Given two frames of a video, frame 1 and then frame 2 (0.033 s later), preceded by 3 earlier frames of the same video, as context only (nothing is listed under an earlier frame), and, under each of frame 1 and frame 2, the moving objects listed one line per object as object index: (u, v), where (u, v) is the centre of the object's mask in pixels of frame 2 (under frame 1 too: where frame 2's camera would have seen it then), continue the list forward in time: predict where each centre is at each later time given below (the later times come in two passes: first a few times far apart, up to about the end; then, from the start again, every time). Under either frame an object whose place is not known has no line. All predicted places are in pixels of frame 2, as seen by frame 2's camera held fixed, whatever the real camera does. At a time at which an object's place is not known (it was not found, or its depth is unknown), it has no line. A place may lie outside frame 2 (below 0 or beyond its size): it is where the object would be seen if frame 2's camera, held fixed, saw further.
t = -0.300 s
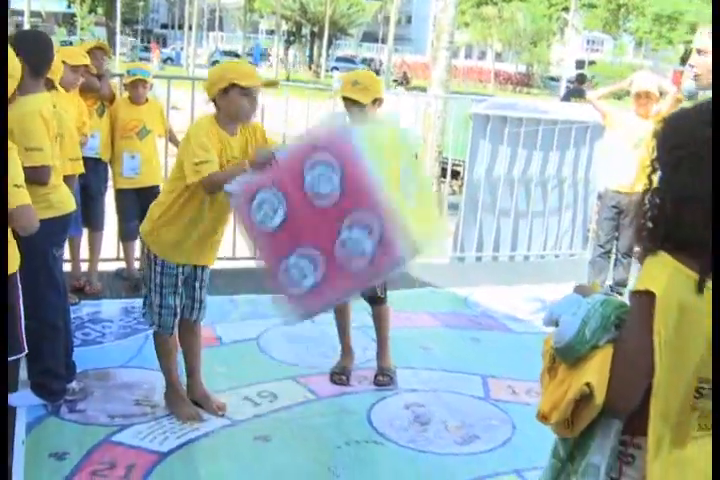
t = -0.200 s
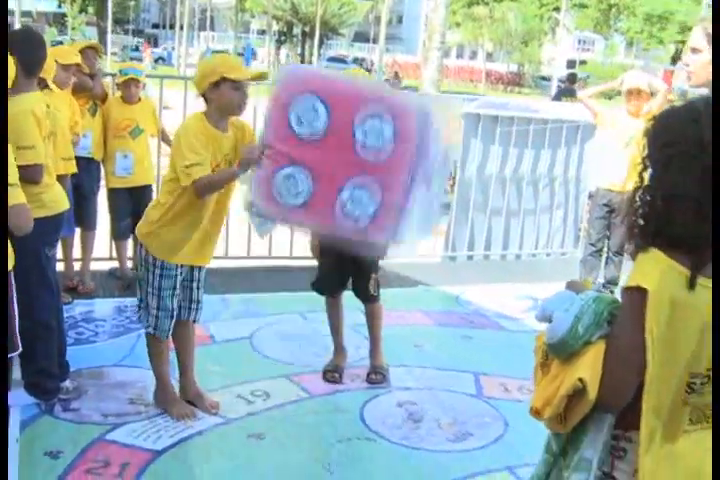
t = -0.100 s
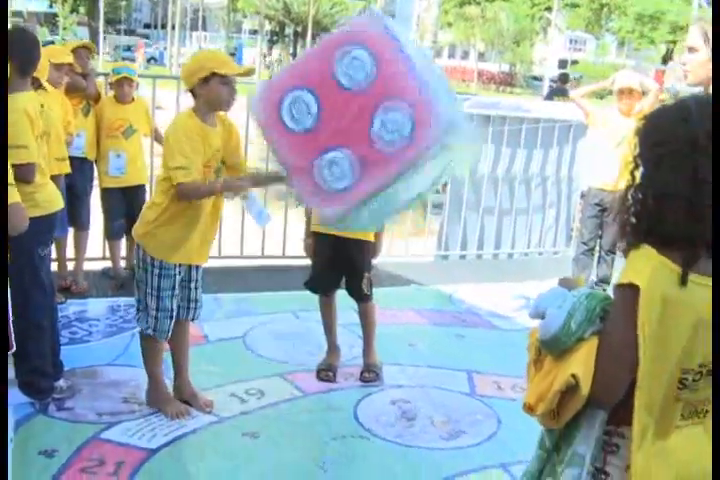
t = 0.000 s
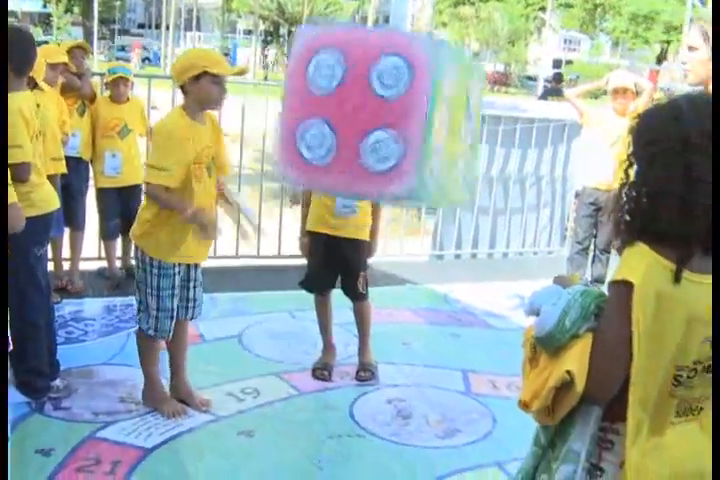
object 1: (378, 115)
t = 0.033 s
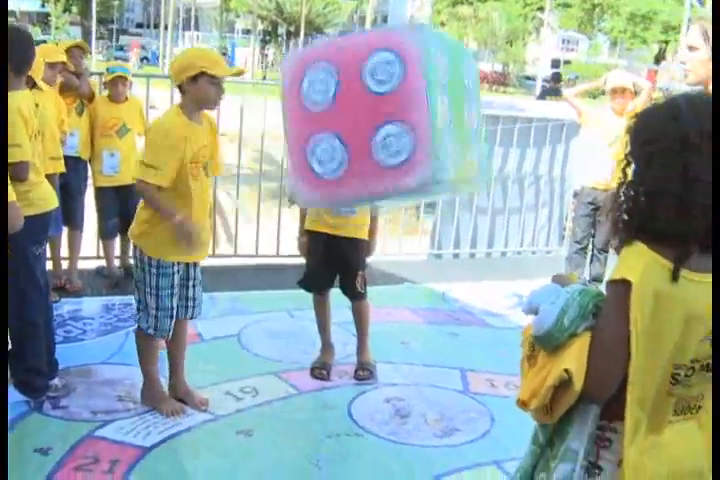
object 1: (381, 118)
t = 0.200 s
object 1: (409, 193)
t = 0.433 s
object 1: (435, 386)
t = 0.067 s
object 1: (387, 127)
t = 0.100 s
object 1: (393, 140)
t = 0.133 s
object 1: (397, 156)
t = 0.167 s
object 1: (404, 175)
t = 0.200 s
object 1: (409, 193)
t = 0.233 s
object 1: (416, 213)
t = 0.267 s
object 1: (416, 236)
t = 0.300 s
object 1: (423, 263)
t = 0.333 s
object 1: (423, 291)
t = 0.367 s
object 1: (424, 324)
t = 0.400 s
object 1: (431, 352)
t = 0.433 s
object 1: (435, 386)
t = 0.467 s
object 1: (437, 404)
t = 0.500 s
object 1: (440, 400)
